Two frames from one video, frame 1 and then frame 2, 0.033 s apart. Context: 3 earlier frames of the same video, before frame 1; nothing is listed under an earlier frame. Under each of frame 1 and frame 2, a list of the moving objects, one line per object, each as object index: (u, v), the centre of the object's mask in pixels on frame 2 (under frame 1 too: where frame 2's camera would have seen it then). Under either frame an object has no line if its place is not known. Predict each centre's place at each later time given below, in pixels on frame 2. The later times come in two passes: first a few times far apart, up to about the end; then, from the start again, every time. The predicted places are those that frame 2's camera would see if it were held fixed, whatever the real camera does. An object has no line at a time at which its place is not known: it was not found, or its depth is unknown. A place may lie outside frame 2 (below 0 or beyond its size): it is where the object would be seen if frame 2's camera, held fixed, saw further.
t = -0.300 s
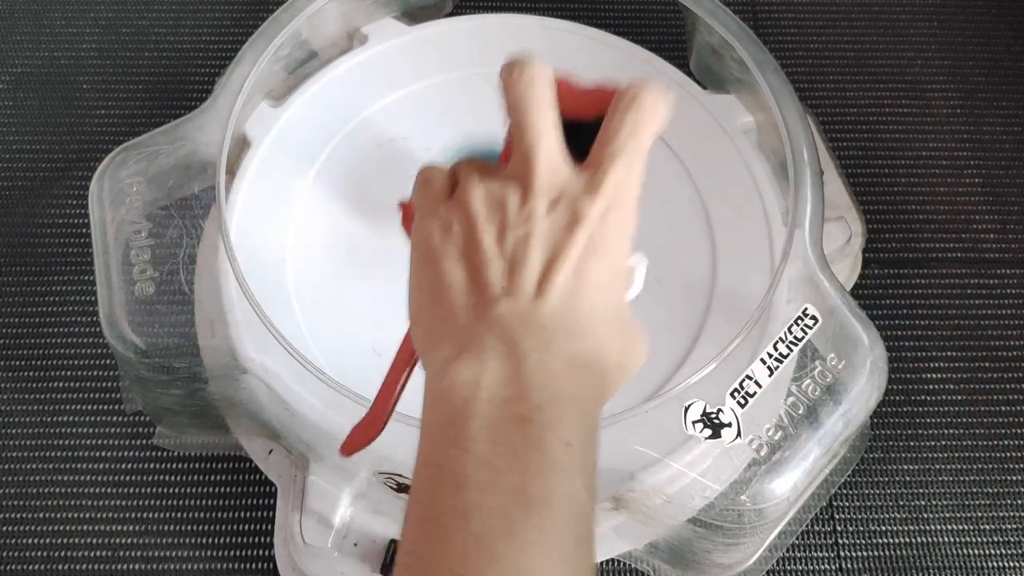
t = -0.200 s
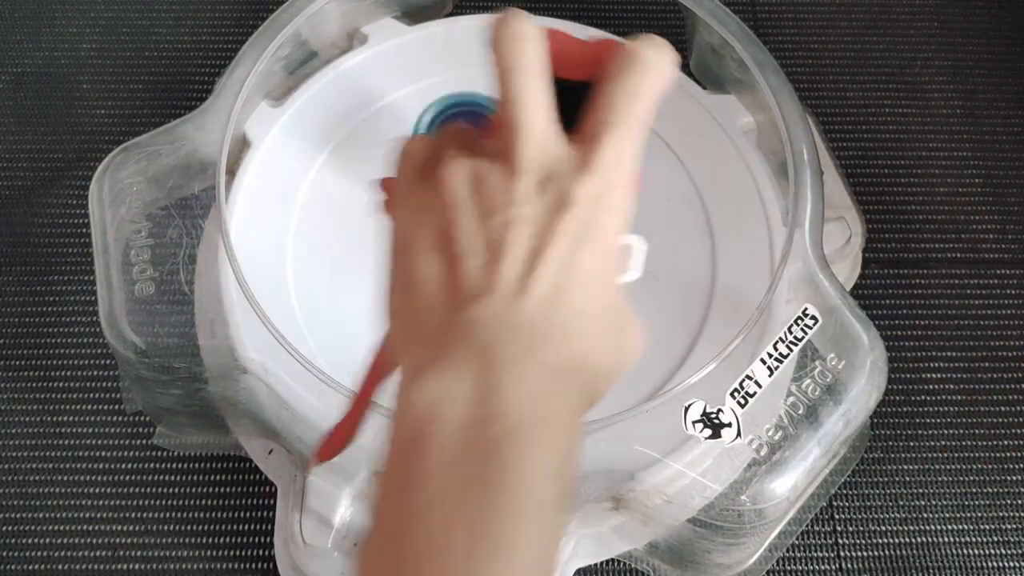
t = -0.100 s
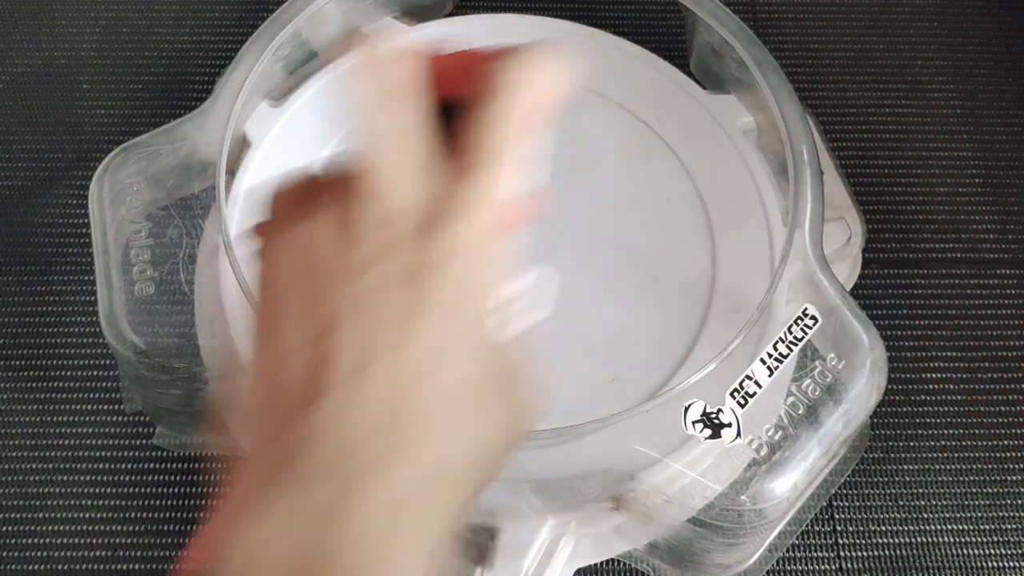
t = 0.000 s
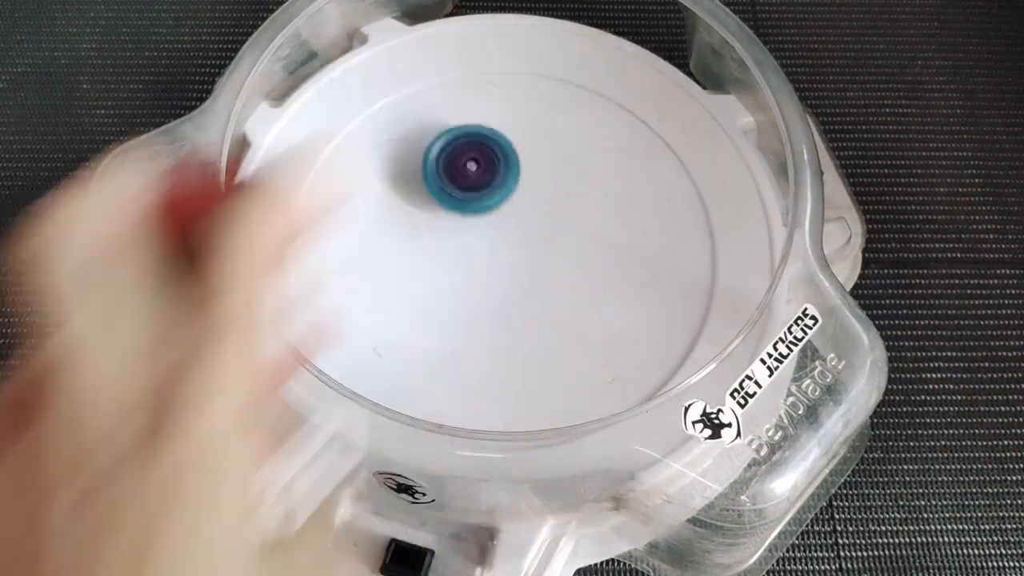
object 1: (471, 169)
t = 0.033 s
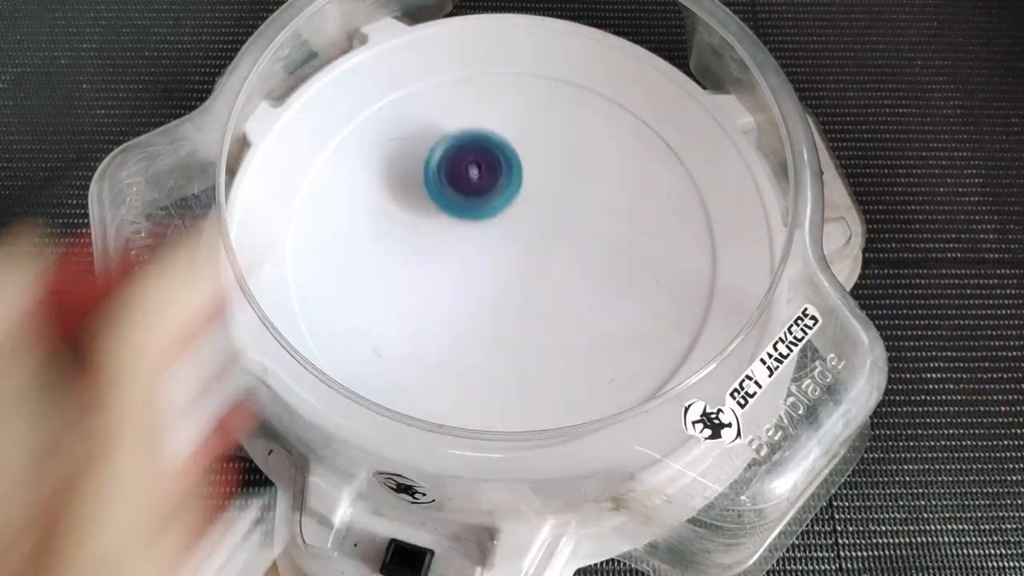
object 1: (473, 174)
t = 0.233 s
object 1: (493, 245)
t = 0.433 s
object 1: (544, 262)
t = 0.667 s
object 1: (568, 246)
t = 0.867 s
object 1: (578, 218)
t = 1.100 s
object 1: (540, 199)
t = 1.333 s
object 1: (498, 230)
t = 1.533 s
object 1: (494, 268)
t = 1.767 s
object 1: (519, 295)
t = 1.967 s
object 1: (542, 284)
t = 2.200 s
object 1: (527, 254)
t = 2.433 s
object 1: (487, 242)
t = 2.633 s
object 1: (457, 249)
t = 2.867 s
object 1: (450, 267)
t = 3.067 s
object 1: (466, 271)
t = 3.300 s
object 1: (487, 250)
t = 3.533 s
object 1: (488, 216)
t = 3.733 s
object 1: (474, 200)
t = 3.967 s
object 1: (461, 205)
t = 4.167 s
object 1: (471, 222)
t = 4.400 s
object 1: (504, 230)
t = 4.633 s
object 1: (531, 219)
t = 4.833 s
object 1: (535, 208)
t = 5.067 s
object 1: (522, 209)
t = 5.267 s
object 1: (510, 228)
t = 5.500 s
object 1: (515, 258)
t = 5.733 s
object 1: (528, 269)
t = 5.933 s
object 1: (532, 267)
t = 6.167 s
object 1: (522, 256)
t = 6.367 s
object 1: (501, 249)
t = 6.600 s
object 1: (475, 252)
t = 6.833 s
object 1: (464, 258)
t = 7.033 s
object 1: (467, 259)
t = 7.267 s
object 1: (479, 250)
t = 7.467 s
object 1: (486, 232)
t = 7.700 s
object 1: (485, 214)
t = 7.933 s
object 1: (482, 207)
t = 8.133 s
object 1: (485, 212)
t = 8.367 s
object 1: (499, 221)
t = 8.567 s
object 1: (512, 225)
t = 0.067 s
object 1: (475, 189)
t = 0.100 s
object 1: (476, 200)
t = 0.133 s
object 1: (478, 215)
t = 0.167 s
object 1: (481, 227)
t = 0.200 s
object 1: (486, 237)
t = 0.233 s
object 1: (493, 245)
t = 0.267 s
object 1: (503, 251)
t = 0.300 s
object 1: (513, 256)
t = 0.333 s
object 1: (522, 260)
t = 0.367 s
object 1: (531, 262)
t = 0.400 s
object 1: (538, 263)
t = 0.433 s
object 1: (544, 262)
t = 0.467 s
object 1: (549, 261)
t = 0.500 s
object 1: (553, 259)
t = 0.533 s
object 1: (556, 257)
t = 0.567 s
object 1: (558, 255)
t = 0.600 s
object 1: (561, 253)
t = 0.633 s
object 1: (564, 250)
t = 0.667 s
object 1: (568, 246)
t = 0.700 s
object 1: (572, 242)
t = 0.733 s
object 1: (575, 237)
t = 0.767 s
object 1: (578, 232)
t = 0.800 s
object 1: (579, 227)
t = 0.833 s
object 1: (579, 222)
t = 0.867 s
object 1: (578, 218)
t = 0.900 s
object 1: (576, 213)
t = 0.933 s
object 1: (572, 209)
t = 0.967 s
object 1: (567, 205)
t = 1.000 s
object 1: (562, 202)
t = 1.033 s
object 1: (555, 199)
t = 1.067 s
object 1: (548, 199)
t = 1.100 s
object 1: (540, 199)
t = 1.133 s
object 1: (532, 200)
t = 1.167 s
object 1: (525, 203)
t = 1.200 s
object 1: (518, 207)
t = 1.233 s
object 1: (512, 211)
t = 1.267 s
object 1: (506, 217)
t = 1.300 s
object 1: (501, 223)
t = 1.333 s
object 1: (498, 230)
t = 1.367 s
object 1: (495, 236)
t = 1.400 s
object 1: (493, 243)
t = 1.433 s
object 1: (492, 250)
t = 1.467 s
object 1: (492, 257)
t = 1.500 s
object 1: (493, 262)
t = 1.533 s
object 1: (494, 268)
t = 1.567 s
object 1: (496, 275)
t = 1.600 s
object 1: (499, 280)
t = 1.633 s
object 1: (502, 285)
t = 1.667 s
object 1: (506, 289)
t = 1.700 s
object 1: (510, 291)
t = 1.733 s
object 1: (515, 293)
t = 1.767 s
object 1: (519, 295)
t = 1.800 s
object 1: (524, 295)
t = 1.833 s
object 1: (529, 295)
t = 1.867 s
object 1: (533, 293)
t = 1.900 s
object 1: (537, 291)
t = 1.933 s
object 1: (540, 288)
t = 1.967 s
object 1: (542, 284)
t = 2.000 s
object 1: (542, 280)
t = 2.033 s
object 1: (542, 276)
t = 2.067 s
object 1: (541, 271)
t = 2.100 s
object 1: (539, 266)
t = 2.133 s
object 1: (535, 262)
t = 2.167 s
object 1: (531, 258)
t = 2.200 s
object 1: (527, 254)
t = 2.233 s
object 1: (522, 251)
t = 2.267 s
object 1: (517, 248)
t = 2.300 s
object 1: (511, 245)
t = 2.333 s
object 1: (505, 243)
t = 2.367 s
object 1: (499, 243)
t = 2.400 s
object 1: (493, 242)
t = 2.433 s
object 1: (487, 242)
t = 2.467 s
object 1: (480, 242)
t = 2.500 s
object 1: (475, 243)
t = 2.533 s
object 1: (469, 244)
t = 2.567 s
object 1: (465, 245)
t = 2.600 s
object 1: (460, 247)
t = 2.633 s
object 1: (457, 249)
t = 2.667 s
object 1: (454, 252)
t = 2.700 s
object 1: (452, 254)
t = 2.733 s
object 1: (450, 257)
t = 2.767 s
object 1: (449, 260)
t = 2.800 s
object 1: (448, 262)
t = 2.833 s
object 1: (449, 265)
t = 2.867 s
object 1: (450, 267)
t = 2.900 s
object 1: (451, 269)
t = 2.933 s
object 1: (454, 270)
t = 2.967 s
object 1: (456, 271)
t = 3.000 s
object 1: (459, 272)
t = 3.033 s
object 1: (462, 272)
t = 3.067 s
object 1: (466, 271)
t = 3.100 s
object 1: (470, 270)
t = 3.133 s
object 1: (473, 268)
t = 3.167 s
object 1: (477, 265)
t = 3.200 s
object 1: (480, 262)
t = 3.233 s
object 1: (483, 259)
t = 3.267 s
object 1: (486, 254)
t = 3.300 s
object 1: (487, 250)
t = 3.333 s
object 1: (489, 245)
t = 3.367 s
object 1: (490, 240)
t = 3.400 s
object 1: (491, 235)
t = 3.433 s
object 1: (491, 230)
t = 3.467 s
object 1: (490, 225)
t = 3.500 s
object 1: (489, 221)
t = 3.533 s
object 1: (488, 216)
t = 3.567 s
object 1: (486, 213)
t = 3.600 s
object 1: (484, 209)
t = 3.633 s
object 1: (481, 206)
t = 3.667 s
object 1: (479, 204)
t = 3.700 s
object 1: (476, 202)
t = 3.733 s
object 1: (474, 200)
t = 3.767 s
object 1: (471, 200)
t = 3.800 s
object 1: (469, 199)
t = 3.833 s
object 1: (466, 199)
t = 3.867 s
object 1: (465, 200)
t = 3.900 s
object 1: (463, 202)
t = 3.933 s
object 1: (462, 203)
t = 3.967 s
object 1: (461, 205)
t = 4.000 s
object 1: (461, 207)
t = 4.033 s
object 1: (462, 210)
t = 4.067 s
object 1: (463, 213)
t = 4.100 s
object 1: (465, 216)
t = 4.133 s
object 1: (468, 219)
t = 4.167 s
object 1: (471, 222)
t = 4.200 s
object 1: (475, 224)
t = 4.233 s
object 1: (479, 226)
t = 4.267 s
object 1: (484, 227)
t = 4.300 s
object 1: (489, 229)
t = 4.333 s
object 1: (494, 229)
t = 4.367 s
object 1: (499, 230)
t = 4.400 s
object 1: (504, 230)
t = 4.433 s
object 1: (509, 229)
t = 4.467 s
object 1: (513, 228)
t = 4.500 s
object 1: (517, 227)
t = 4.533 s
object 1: (521, 226)
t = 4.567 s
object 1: (525, 224)
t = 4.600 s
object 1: (528, 222)
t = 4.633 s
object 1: (531, 219)
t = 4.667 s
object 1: (533, 217)
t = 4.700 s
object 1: (534, 215)
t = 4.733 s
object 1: (535, 213)
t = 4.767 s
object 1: (536, 211)
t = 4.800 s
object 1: (536, 209)
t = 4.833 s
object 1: (535, 208)
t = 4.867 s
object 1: (534, 207)
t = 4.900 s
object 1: (533, 206)
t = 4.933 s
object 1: (532, 206)
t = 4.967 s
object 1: (530, 206)
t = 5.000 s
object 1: (527, 206)
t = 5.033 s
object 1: (524, 207)
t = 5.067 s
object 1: (522, 209)
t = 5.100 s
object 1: (519, 211)
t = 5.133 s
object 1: (517, 214)
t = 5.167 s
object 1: (515, 217)
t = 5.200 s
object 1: (513, 220)
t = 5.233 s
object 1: (512, 224)
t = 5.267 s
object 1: (510, 228)
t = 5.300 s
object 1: (509, 232)
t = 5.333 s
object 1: (509, 237)
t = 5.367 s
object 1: (509, 242)
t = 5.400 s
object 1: (509, 247)
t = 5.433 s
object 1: (511, 251)
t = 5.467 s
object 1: (513, 255)
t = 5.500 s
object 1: (515, 258)
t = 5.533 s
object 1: (517, 261)
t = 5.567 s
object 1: (519, 263)
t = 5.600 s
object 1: (521, 265)
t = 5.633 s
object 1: (523, 266)
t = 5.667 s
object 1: (525, 268)
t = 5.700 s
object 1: (527, 269)
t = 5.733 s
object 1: (528, 269)
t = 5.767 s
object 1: (529, 270)
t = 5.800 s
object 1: (531, 270)
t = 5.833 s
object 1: (532, 270)
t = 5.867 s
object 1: (532, 269)
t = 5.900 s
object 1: (532, 268)
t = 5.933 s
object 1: (532, 267)
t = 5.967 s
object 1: (532, 266)
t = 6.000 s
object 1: (531, 264)
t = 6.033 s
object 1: (530, 263)
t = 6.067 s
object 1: (529, 261)
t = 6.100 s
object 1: (527, 260)
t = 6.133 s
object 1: (525, 258)
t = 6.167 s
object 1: (522, 256)
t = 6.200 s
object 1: (519, 255)
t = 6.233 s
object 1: (516, 253)
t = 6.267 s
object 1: (513, 251)
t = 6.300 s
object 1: (509, 250)
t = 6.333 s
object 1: (505, 250)
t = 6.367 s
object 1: (501, 249)
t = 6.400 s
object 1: (497, 249)
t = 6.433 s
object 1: (493, 249)
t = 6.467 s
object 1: (489, 249)
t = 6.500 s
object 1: (484, 250)
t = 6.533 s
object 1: (481, 250)
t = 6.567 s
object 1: (478, 251)
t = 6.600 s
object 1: (475, 252)
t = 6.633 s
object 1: (472, 253)
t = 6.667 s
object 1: (470, 254)
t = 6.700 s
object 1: (468, 255)
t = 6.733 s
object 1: (466, 256)
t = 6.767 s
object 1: (465, 257)
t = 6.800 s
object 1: (464, 257)
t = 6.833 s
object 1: (464, 258)
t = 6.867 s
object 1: (464, 259)
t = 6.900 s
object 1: (464, 259)
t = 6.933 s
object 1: (464, 259)
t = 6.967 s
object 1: (465, 260)
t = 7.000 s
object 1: (466, 260)
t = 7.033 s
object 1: (467, 259)
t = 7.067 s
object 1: (469, 259)
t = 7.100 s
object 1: (470, 258)
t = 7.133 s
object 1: (472, 257)
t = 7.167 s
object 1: (473, 256)
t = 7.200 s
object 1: (475, 254)
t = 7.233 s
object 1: (477, 252)
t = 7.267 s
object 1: (479, 250)
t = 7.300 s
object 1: (480, 247)
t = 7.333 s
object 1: (482, 244)
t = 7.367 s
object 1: (483, 241)
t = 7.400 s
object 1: (484, 238)
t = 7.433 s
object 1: (485, 235)
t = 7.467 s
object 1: (486, 232)
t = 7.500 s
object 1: (486, 229)
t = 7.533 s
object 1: (486, 226)
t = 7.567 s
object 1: (486, 223)
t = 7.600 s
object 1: (486, 220)
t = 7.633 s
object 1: (486, 218)
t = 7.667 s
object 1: (485, 216)
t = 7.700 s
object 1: (485, 214)
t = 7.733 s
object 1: (485, 212)
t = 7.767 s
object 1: (484, 211)
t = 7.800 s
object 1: (484, 210)
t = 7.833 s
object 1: (483, 209)
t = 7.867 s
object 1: (483, 208)
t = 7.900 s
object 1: (483, 208)
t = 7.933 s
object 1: (482, 207)
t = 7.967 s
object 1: (482, 207)
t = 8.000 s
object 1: (482, 208)
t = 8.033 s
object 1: (483, 208)
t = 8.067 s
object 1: (483, 209)
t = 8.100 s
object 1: (484, 211)
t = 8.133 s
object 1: (485, 212)
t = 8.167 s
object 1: (486, 213)
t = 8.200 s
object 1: (488, 215)
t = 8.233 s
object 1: (489, 216)
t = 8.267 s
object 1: (491, 218)
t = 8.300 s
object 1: (494, 219)
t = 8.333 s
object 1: (496, 220)
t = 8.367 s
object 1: (499, 221)
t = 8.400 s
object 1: (501, 221)
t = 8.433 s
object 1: (503, 222)
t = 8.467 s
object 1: (506, 223)
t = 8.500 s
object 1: (508, 224)
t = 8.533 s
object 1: (510, 225)
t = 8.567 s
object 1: (512, 225)
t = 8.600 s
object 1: (515, 226)
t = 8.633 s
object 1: (516, 227)
